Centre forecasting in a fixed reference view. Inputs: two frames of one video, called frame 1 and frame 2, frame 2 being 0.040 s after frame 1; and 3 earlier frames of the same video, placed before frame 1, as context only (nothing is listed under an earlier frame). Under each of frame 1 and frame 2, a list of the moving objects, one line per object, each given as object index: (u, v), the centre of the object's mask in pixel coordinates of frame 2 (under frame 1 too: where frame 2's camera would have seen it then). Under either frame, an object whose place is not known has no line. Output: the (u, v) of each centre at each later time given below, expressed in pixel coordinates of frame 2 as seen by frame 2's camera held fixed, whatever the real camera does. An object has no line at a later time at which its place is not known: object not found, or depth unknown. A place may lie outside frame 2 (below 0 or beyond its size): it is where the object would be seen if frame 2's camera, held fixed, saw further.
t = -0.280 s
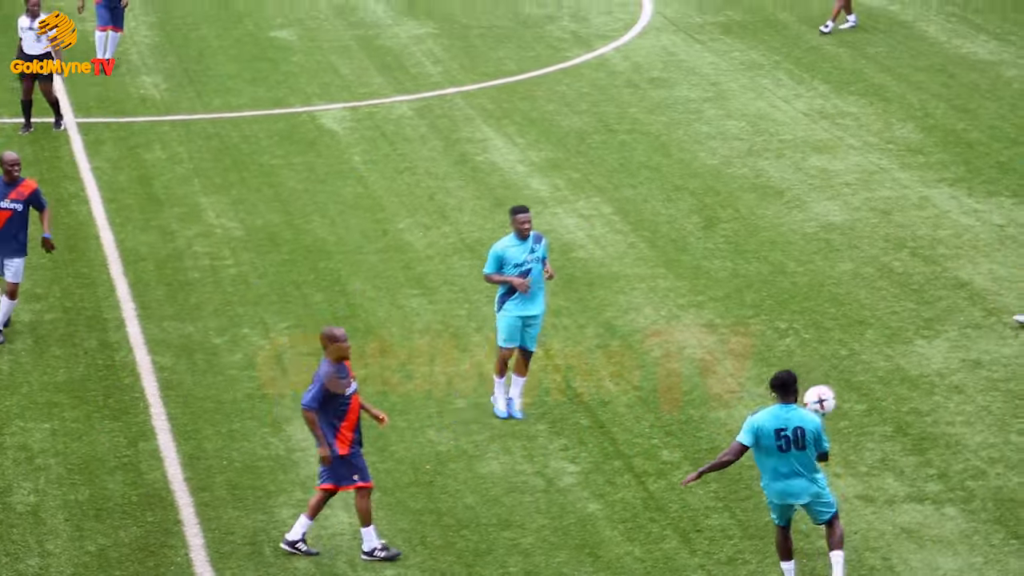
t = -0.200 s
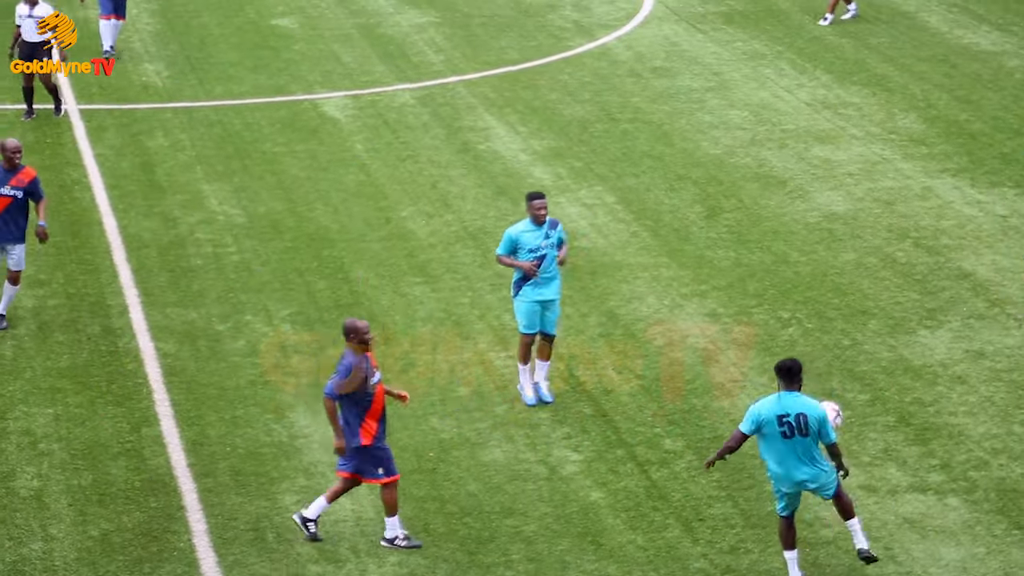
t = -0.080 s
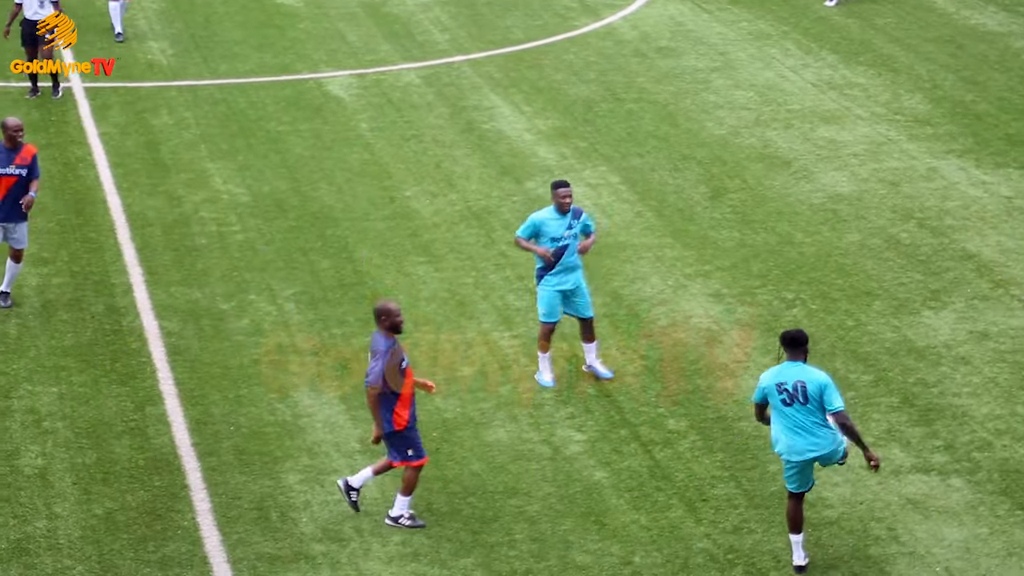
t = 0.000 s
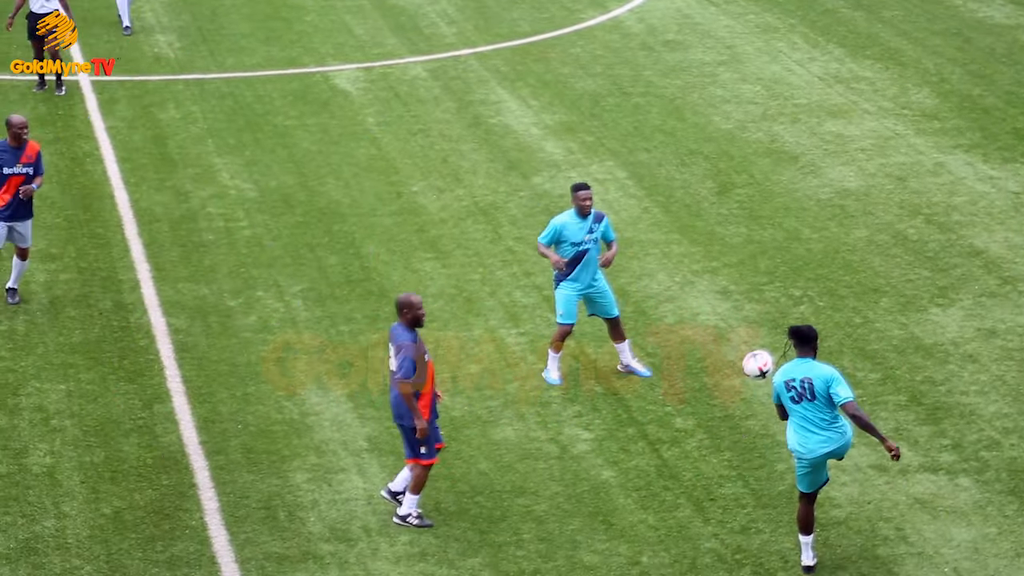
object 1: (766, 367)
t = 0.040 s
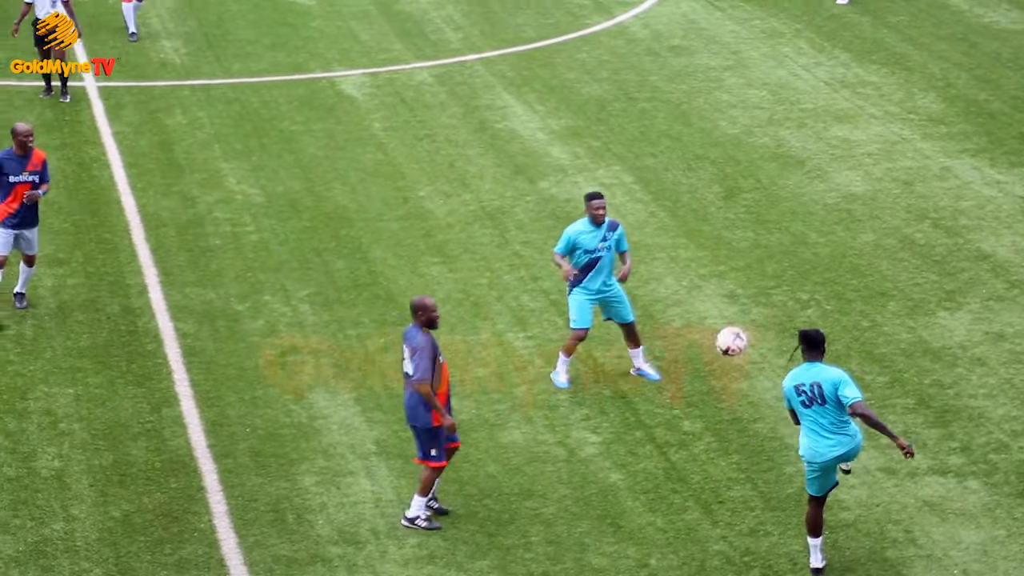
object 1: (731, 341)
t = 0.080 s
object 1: (696, 316)
